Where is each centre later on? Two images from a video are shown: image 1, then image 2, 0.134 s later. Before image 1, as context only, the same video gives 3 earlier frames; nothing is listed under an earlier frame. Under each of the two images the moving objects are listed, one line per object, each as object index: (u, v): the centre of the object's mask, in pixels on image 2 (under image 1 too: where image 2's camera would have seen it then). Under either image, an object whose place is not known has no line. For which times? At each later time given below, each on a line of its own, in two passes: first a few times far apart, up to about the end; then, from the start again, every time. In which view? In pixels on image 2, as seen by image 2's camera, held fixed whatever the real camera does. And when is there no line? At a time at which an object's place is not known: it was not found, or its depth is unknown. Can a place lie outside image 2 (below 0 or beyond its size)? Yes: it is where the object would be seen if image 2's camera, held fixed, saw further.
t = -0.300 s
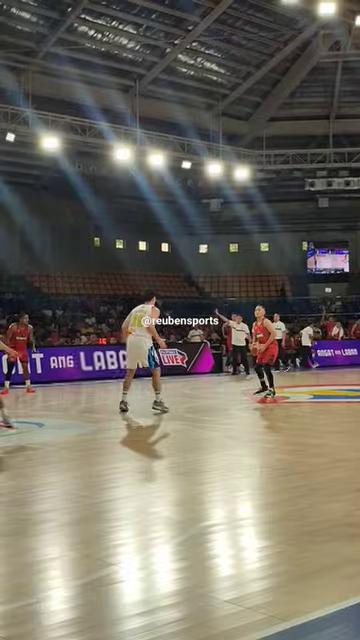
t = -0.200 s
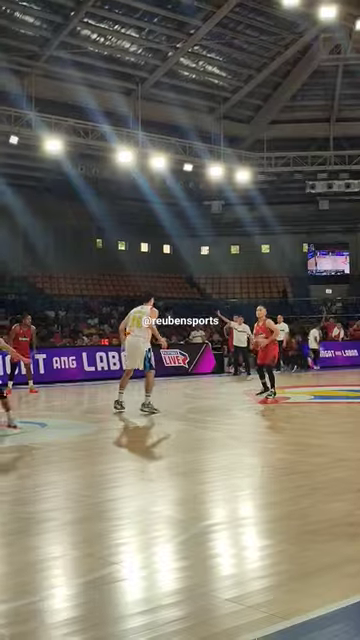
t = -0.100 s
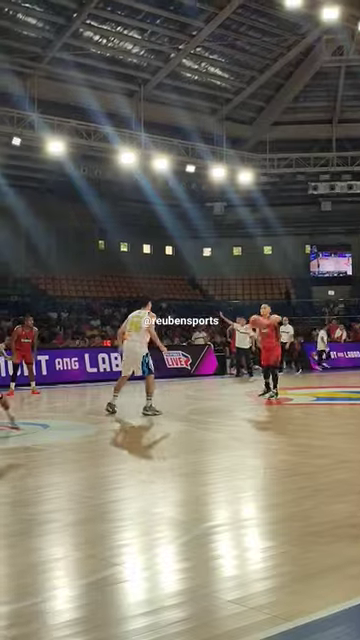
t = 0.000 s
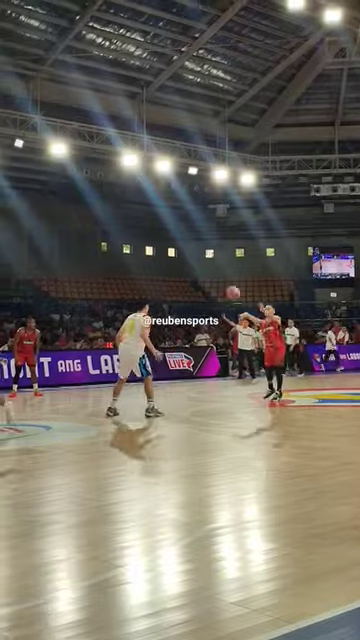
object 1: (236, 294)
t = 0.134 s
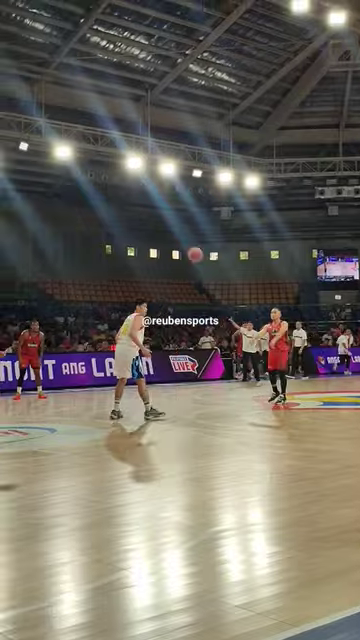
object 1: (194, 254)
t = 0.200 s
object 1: (172, 235)
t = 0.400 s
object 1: (98, 184)
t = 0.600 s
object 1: (12, 161)
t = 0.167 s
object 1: (183, 244)
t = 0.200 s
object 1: (172, 235)
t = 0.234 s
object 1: (161, 226)
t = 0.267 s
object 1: (149, 216)
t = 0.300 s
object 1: (137, 208)
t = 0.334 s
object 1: (125, 198)
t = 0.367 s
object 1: (112, 191)
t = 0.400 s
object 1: (98, 184)
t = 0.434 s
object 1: (84, 178)
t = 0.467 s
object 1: (72, 176)
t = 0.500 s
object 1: (57, 171)
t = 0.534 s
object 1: (40, 167)
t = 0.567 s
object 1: (24, 165)
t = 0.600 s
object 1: (12, 161)
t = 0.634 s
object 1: (-9, 157)
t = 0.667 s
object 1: (-23, 154)
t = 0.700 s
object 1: (-43, 153)
